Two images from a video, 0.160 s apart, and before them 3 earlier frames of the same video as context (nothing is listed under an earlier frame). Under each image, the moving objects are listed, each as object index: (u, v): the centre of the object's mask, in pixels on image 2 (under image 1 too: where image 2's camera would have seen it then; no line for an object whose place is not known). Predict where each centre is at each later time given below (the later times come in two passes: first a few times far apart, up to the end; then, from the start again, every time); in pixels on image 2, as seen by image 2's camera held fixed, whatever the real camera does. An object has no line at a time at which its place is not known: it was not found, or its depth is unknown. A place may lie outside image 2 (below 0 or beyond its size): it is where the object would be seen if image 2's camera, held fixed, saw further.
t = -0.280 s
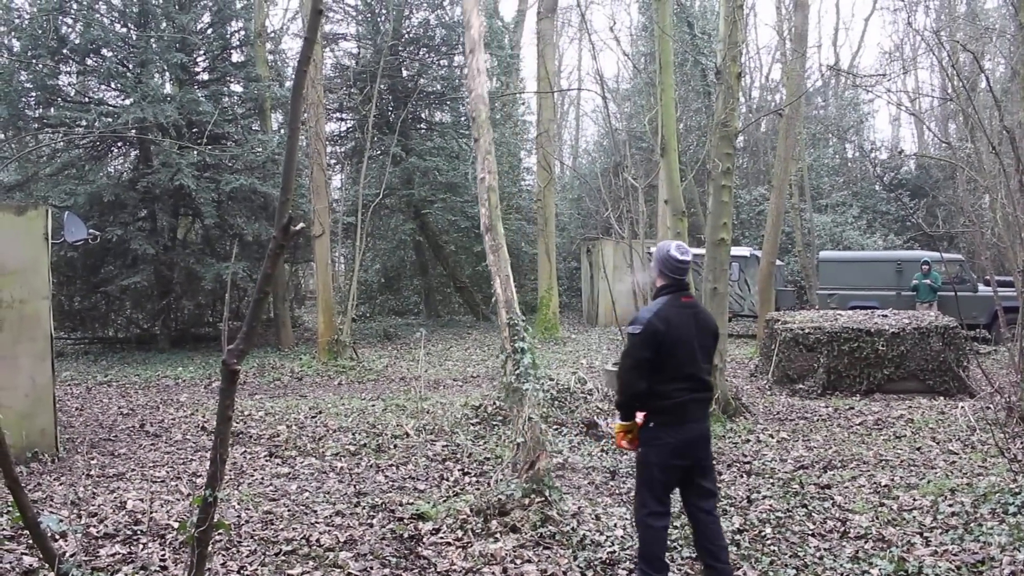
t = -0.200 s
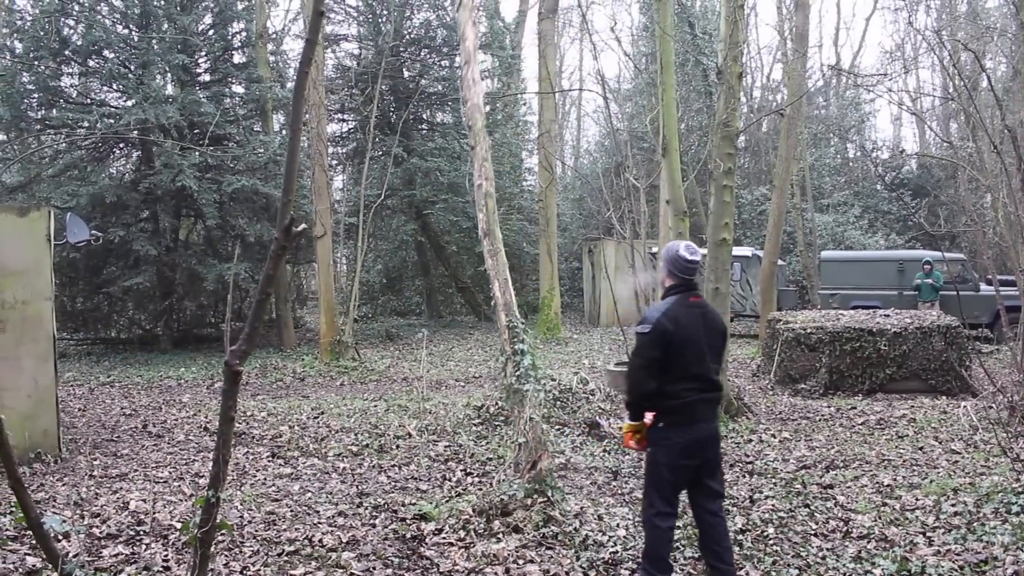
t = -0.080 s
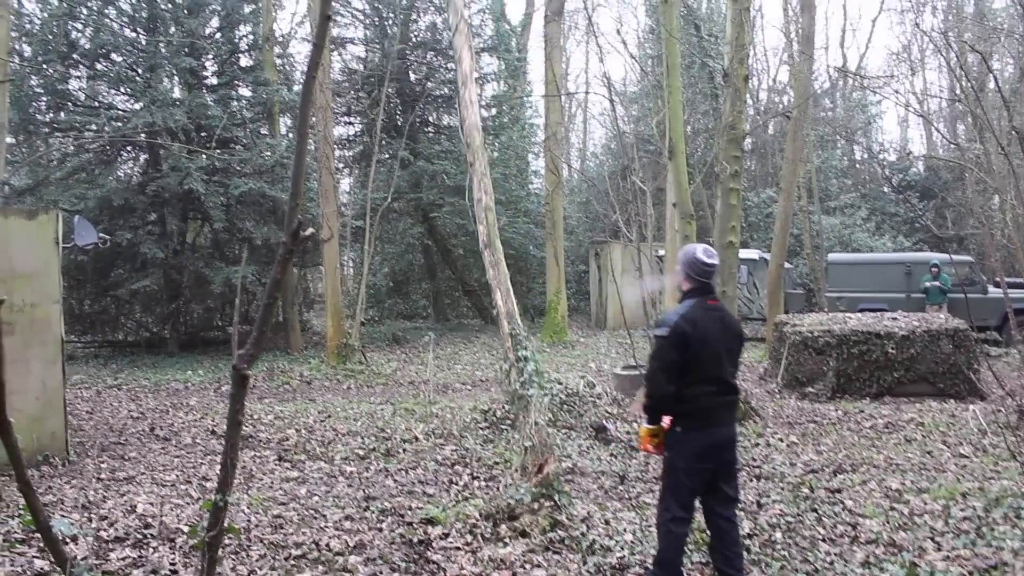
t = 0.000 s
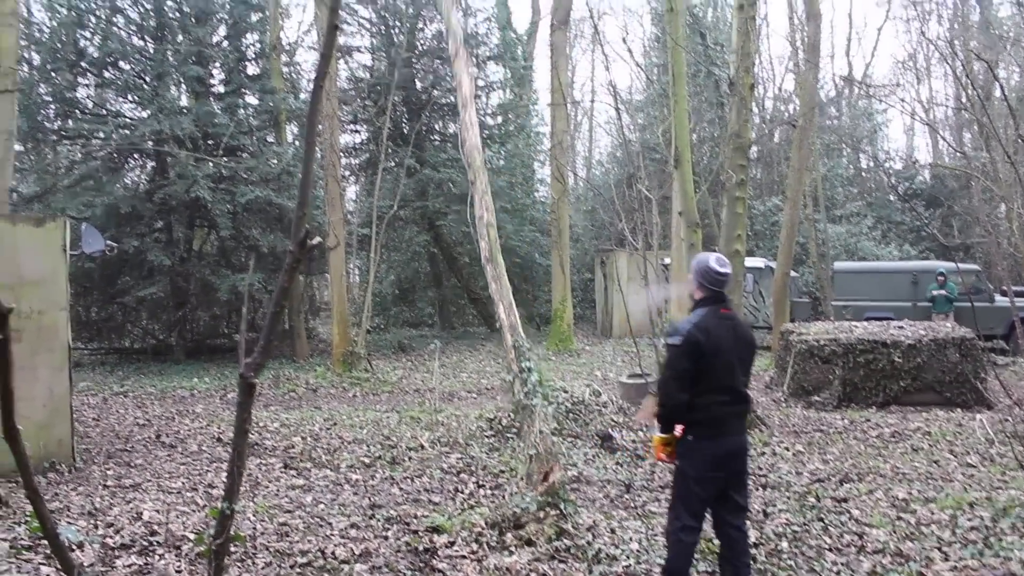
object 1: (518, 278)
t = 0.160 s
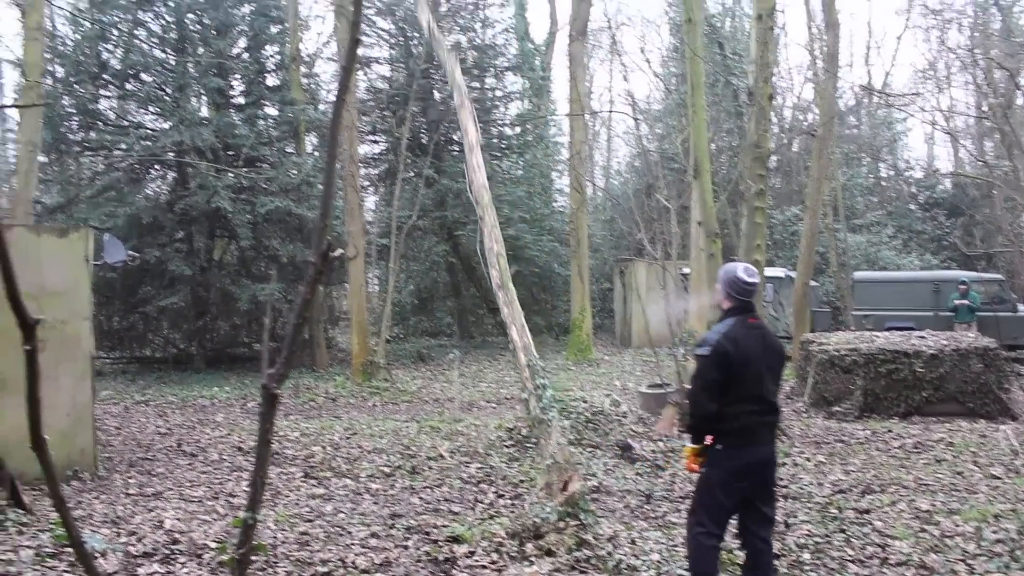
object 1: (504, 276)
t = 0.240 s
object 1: (498, 281)
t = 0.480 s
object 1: (480, 314)
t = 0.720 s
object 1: (455, 377)
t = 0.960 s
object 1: (447, 447)
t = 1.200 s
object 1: (429, 434)
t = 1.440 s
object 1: (452, 449)
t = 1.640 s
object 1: (454, 453)
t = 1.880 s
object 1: (452, 452)
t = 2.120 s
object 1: (457, 454)
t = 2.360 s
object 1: (461, 456)
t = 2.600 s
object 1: (458, 455)
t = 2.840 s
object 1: (457, 454)
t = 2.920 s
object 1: (460, 455)
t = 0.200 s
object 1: (502, 283)
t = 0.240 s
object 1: (498, 281)
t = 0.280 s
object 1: (493, 278)
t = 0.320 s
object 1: (489, 281)
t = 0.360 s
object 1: (486, 285)
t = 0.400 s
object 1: (486, 299)
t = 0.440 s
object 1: (484, 308)
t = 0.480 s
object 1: (480, 314)
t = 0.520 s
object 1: (479, 327)
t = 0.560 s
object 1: (479, 341)
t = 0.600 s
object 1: (473, 346)
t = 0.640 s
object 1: (469, 358)
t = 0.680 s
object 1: (455, 358)
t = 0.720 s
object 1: (455, 377)
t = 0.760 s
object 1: (447, 390)
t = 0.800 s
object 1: (430, 395)
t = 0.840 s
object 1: (430, 415)
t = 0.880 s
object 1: (429, 432)
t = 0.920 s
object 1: (436, 442)
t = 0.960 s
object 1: (447, 447)
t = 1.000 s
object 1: (462, 450)
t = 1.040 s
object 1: (450, 444)
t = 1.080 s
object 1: (445, 441)
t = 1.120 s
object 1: (457, 446)
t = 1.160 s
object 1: (430, 434)
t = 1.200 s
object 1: (429, 434)
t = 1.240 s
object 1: (442, 441)
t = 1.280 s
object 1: (442, 442)
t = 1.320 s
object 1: (431, 438)
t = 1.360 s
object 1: (448, 446)
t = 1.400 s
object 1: (431, 439)
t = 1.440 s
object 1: (452, 449)
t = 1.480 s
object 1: (442, 446)
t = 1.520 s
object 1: (434, 442)
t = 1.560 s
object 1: (455, 453)
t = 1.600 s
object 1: (458, 454)
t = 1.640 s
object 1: (454, 453)
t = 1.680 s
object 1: (451, 451)
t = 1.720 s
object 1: (449, 450)
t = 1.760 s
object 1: (454, 452)
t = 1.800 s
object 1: (451, 451)
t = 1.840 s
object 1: (453, 452)
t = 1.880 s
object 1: (452, 452)
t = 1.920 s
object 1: (454, 453)
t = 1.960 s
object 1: (454, 452)
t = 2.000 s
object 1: (453, 452)
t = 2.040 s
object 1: (456, 453)
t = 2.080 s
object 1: (457, 454)
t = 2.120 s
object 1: (457, 454)
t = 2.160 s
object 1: (454, 453)
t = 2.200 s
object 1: (460, 456)
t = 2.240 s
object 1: (460, 455)
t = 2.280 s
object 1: (457, 454)
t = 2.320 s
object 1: (460, 456)
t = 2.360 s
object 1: (461, 456)
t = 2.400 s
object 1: (457, 454)
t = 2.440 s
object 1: (459, 455)
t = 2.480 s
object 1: (459, 455)
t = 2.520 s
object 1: (464, 457)
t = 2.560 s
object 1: (471, 462)
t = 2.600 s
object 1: (458, 455)
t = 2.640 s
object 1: (458, 455)
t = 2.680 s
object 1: (457, 454)
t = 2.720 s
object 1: (465, 458)
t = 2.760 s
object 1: (461, 455)
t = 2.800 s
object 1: (457, 454)
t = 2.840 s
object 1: (457, 454)
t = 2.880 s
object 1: (454, 452)
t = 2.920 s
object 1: (460, 455)
